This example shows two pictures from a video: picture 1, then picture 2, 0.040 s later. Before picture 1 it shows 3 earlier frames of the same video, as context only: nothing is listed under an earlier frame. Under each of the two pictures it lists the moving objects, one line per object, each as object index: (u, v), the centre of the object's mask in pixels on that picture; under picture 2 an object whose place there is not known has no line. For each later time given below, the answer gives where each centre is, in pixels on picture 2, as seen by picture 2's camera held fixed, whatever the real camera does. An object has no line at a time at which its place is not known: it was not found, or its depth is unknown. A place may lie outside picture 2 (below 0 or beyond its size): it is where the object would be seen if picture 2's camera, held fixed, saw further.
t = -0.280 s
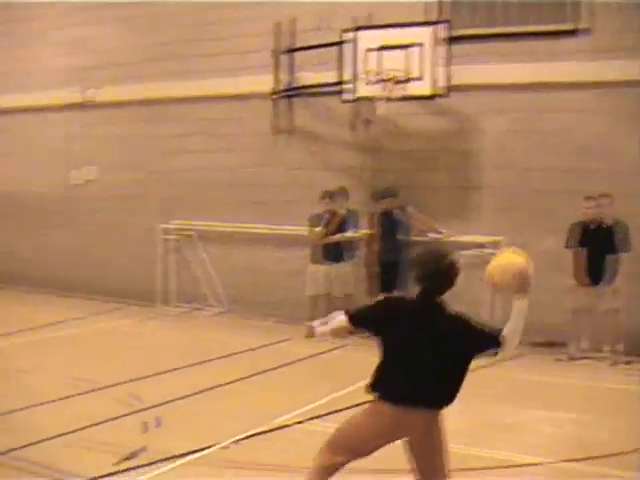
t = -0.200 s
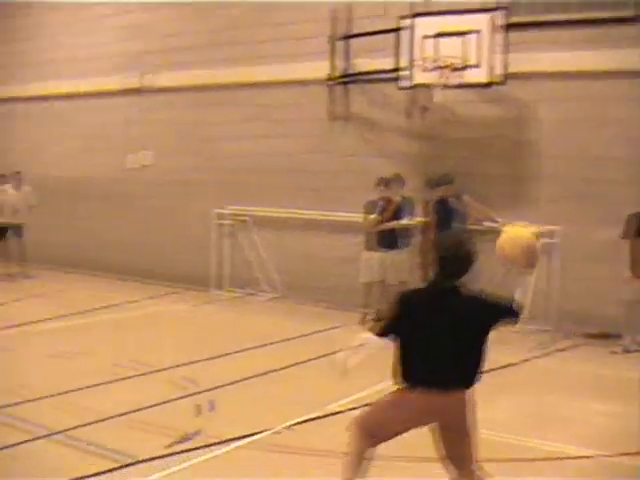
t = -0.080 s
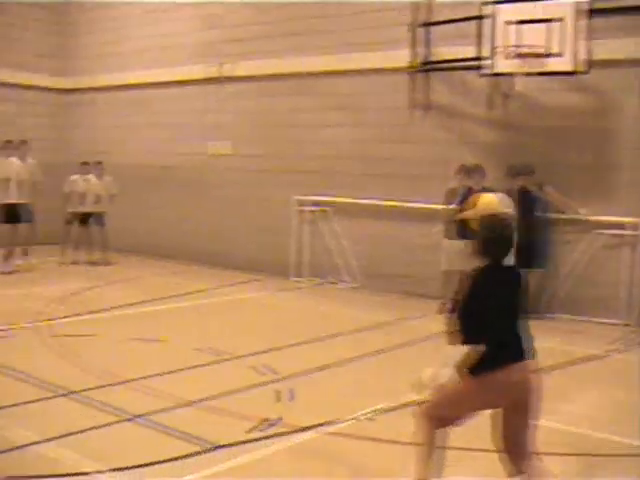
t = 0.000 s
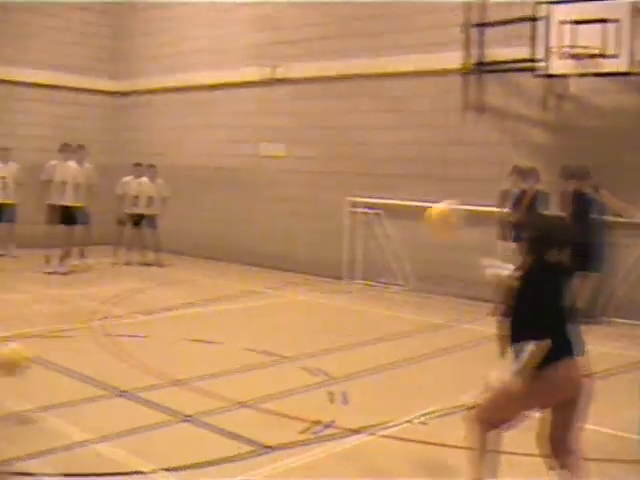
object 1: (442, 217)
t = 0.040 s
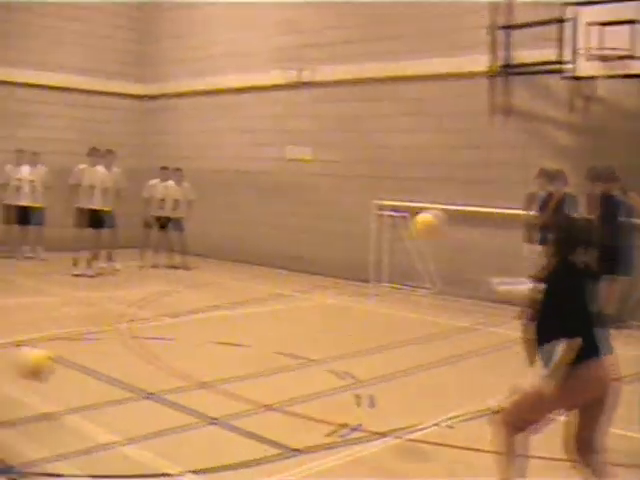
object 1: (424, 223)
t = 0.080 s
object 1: (389, 233)
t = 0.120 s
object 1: (355, 242)
